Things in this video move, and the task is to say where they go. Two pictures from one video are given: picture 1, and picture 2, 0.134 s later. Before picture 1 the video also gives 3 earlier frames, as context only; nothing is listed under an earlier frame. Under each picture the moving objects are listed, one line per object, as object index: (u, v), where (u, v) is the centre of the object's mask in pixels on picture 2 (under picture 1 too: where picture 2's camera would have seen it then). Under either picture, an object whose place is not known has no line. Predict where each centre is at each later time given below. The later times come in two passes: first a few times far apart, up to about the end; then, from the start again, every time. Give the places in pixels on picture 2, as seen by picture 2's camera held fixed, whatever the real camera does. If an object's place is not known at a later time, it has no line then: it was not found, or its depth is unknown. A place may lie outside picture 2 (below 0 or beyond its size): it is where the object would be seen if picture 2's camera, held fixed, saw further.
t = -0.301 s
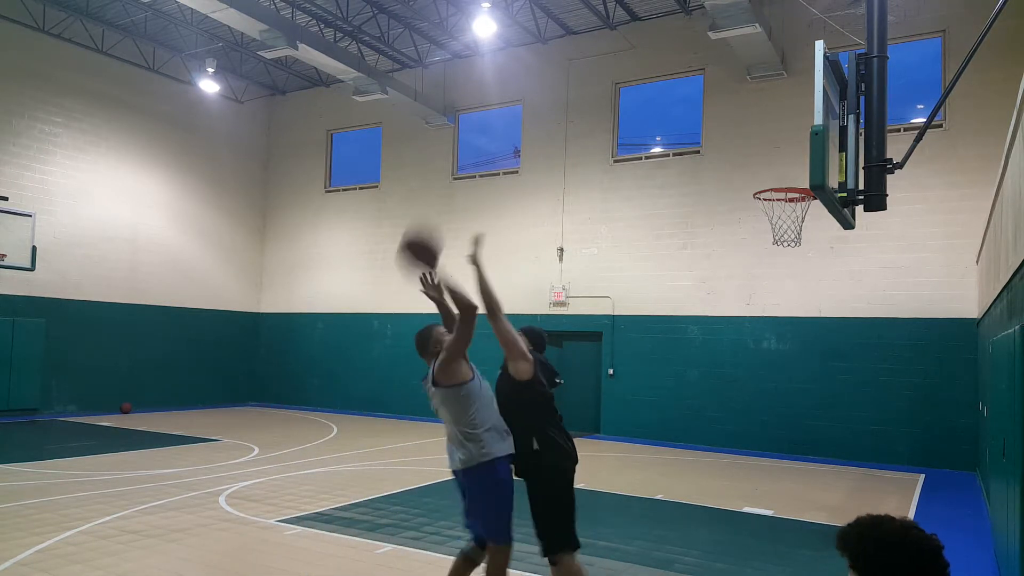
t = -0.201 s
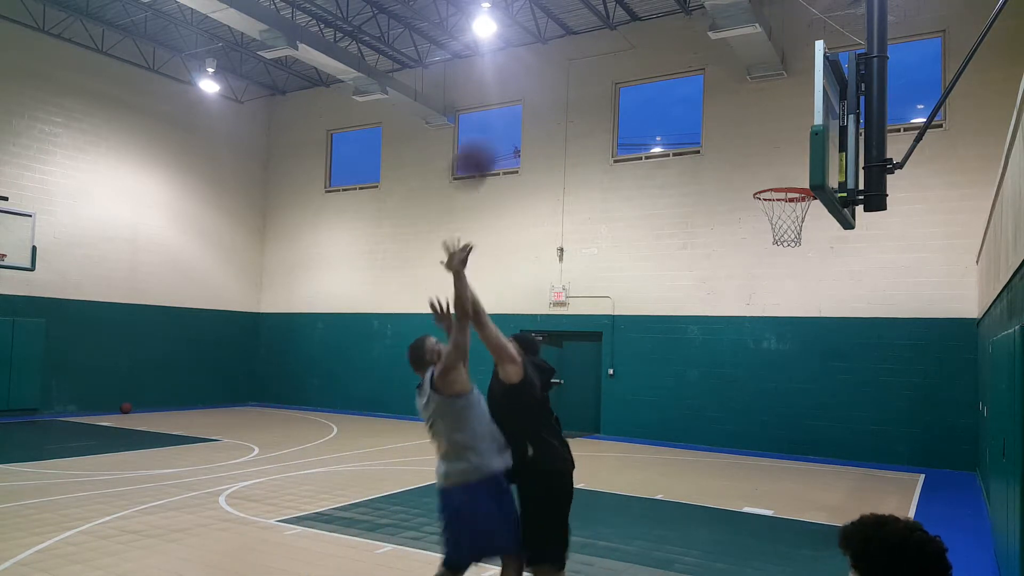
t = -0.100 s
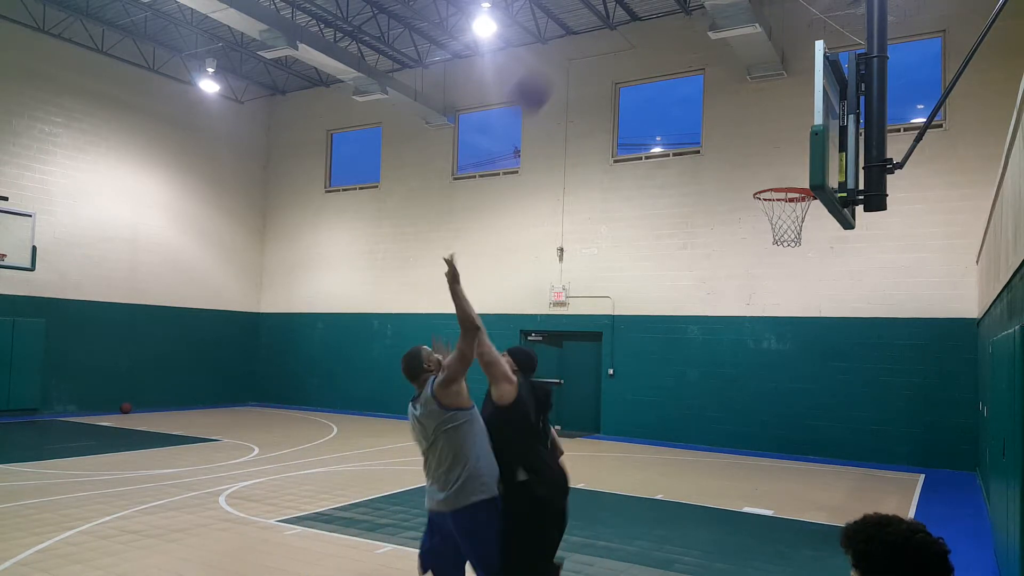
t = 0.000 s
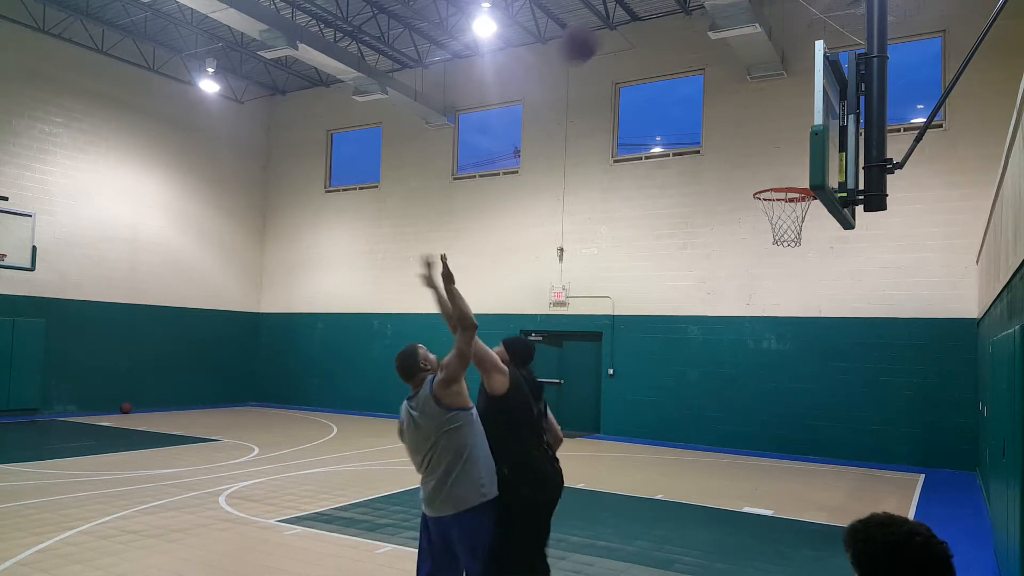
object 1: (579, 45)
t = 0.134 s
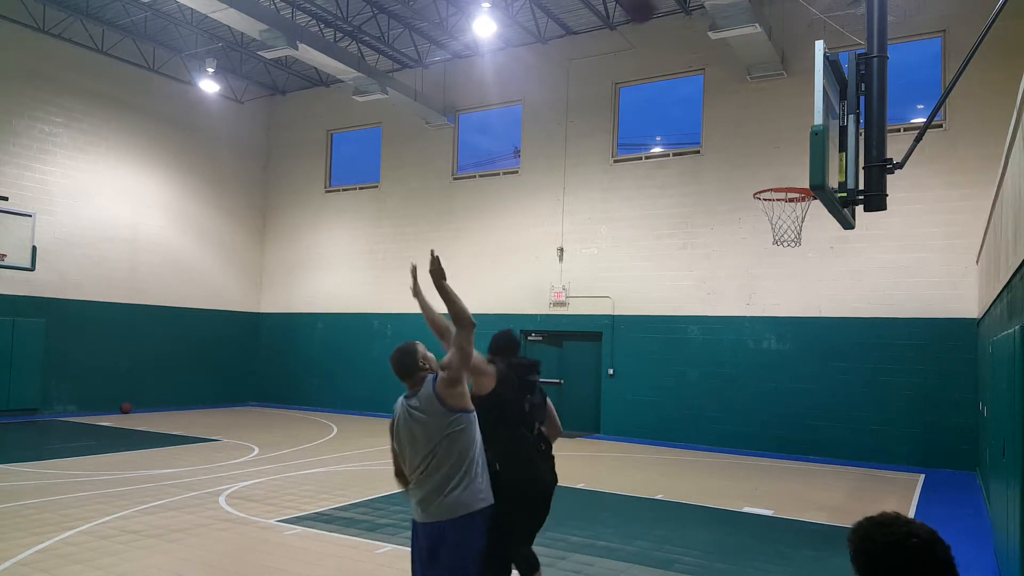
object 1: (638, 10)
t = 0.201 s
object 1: (668, 6)
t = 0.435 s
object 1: (752, 15)
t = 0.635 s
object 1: (801, 82)
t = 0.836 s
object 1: (772, 163)
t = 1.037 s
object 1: (712, 233)
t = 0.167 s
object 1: (656, 7)
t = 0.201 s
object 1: (668, 6)
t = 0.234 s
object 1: (680, 6)
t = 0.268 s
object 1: (692, 6)
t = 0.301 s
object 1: (705, 6)
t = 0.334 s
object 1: (717, 7)
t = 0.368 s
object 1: (729, 9)
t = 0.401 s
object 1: (741, 12)
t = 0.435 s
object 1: (752, 15)
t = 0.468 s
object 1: (764, 23)
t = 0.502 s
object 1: (774, 35)
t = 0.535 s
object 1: (785, 47)
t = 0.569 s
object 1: (794, 59)
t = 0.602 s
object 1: (801, 73)
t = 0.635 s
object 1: (801, 82)
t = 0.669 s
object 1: (797, 93)
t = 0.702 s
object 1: (791, 105)
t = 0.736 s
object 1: (787, 117)
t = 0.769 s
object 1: (782, 132)
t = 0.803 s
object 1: (776, 147)
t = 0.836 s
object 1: (772, 163)
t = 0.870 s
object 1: (766, 179)
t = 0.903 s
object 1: (756, 189)
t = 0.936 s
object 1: (744, 199)
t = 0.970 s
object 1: (734, 208)
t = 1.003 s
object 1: (723, 220)
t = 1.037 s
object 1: (712, 233)
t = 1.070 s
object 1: (701, 247)
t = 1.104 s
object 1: (690, 262)
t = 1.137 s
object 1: (678, 281)
